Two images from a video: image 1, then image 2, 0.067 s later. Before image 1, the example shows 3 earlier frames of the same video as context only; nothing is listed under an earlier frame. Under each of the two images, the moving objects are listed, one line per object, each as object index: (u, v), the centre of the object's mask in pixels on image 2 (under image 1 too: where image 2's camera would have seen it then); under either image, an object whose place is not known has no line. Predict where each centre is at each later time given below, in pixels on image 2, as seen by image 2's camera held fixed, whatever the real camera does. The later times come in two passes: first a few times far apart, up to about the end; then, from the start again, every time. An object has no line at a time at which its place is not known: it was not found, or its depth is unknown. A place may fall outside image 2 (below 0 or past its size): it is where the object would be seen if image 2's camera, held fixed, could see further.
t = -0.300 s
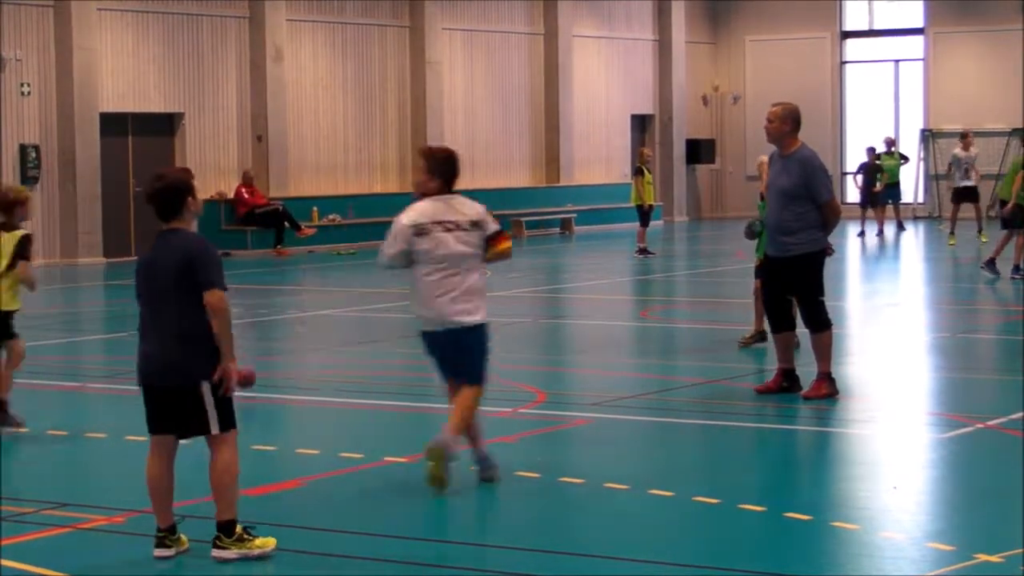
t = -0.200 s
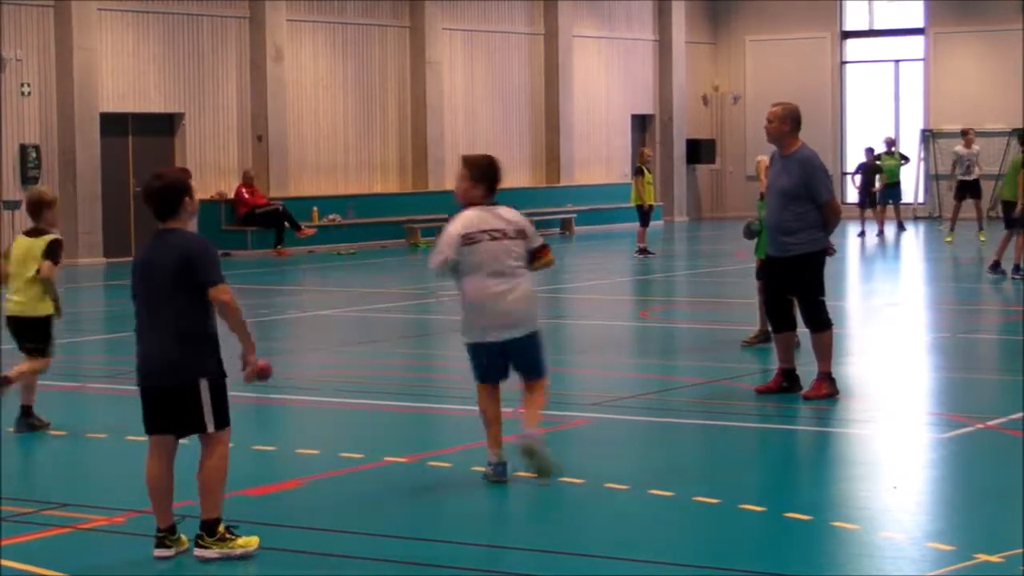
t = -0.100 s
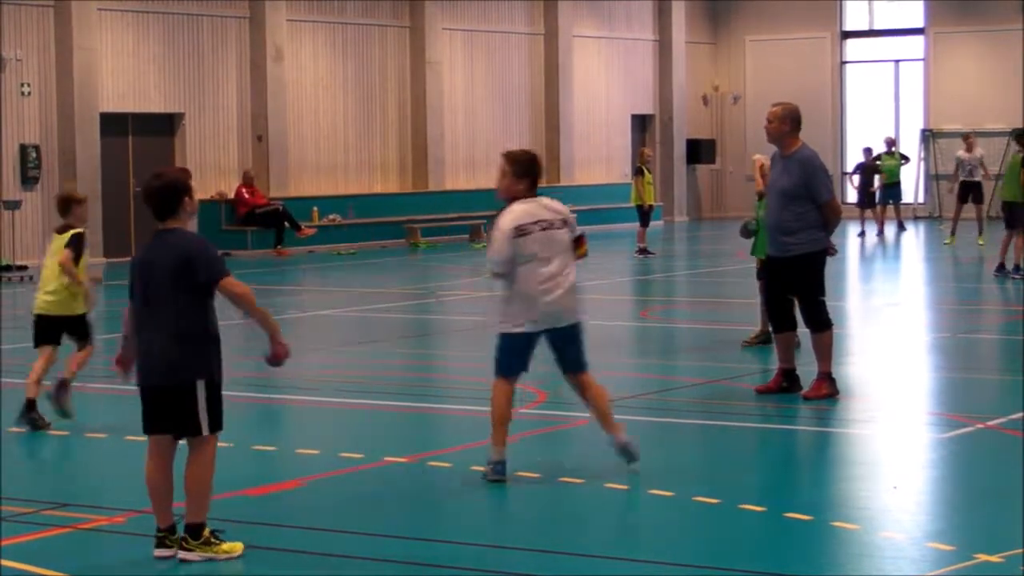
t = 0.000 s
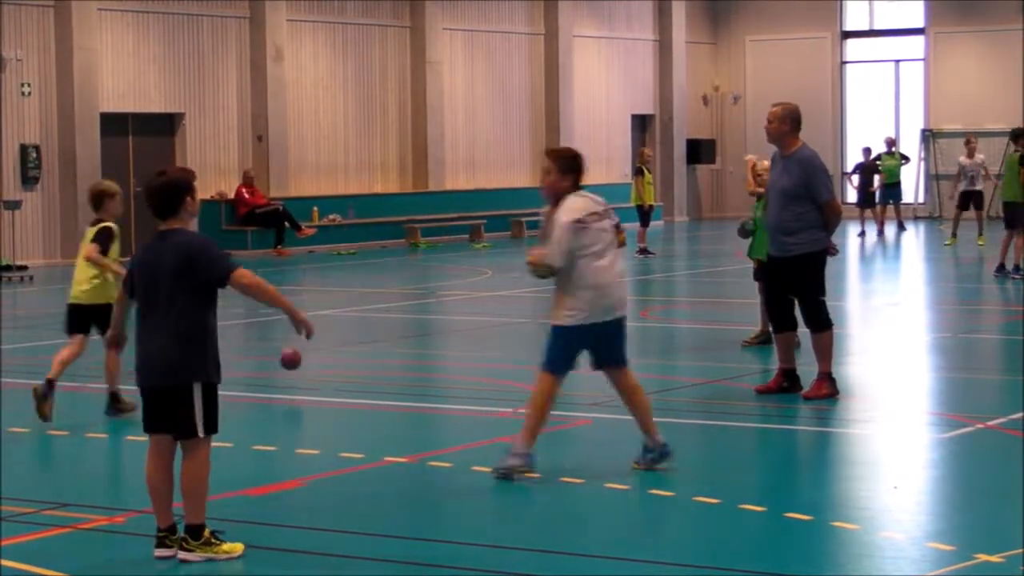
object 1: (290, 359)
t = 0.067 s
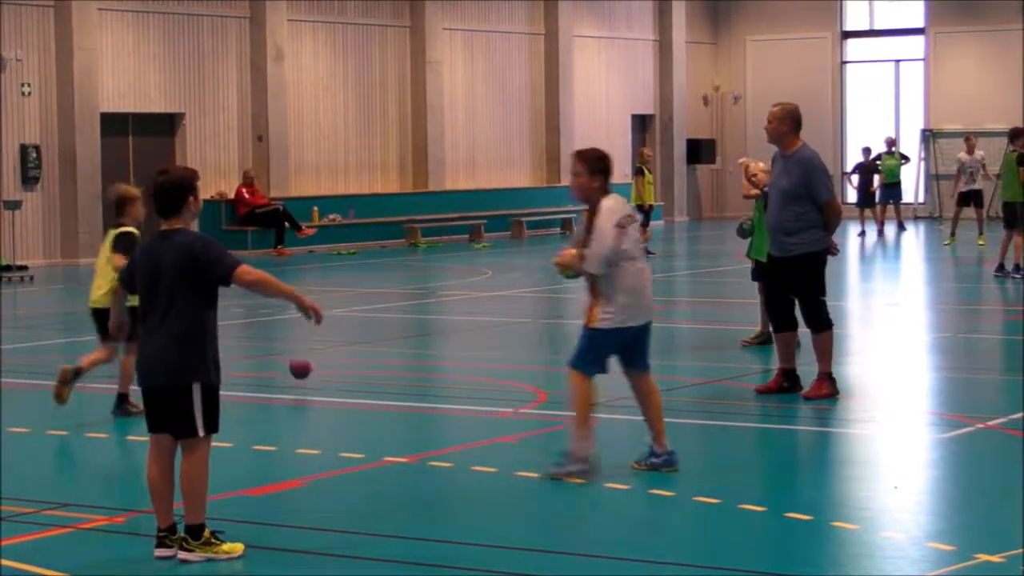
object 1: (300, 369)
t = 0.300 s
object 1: (332, 361)
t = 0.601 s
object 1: (371, 362)
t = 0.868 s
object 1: (404, 357)
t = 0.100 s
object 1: (305, 375)
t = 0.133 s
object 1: (309, 370)
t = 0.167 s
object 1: (314, 367)
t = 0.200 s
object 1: (319, 362)
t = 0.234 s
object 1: (323, 361)
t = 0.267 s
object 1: (327, 361)
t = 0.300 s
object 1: (332, 361)
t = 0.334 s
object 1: (336, 364)
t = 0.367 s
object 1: (341, 368)
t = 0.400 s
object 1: (345, 366)
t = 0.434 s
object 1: (349, 364)
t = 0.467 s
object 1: (355, 361)
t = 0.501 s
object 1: (359, 363)
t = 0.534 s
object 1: (363, 364)
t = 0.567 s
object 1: (368, 363)
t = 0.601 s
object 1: (371, 362)
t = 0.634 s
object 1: (375, 361)
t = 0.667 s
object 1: (380, 362)
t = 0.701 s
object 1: (384, 359)
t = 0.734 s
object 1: (388, 359)
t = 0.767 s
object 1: (392, 360)
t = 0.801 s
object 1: (396, 358)
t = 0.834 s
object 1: (400, 358)
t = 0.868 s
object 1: (404, 357)
